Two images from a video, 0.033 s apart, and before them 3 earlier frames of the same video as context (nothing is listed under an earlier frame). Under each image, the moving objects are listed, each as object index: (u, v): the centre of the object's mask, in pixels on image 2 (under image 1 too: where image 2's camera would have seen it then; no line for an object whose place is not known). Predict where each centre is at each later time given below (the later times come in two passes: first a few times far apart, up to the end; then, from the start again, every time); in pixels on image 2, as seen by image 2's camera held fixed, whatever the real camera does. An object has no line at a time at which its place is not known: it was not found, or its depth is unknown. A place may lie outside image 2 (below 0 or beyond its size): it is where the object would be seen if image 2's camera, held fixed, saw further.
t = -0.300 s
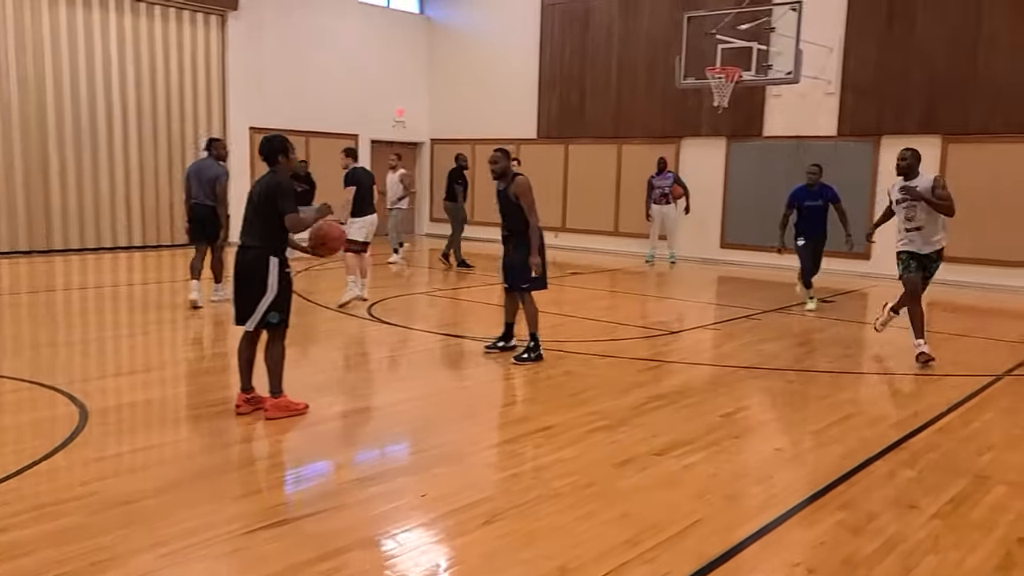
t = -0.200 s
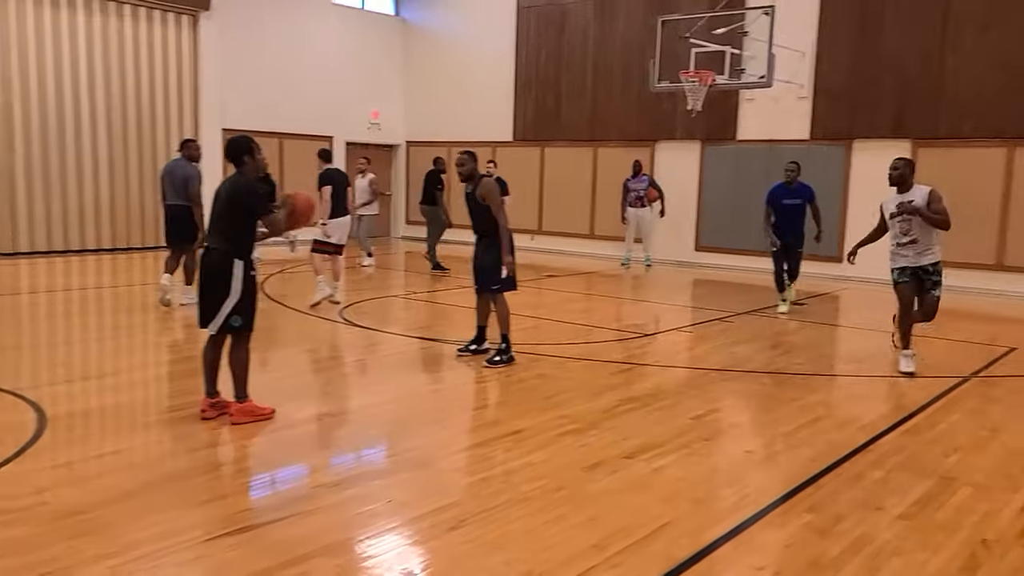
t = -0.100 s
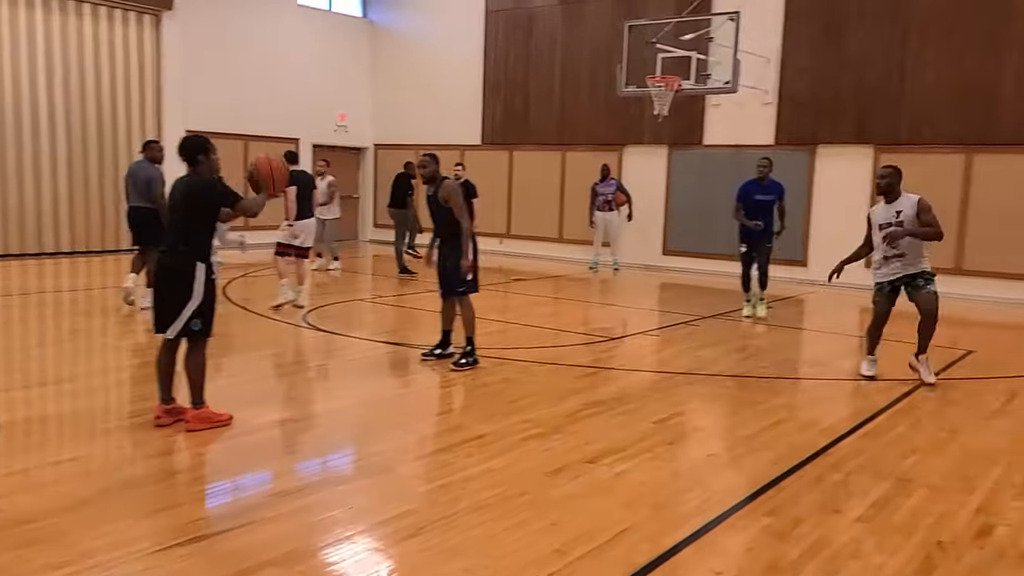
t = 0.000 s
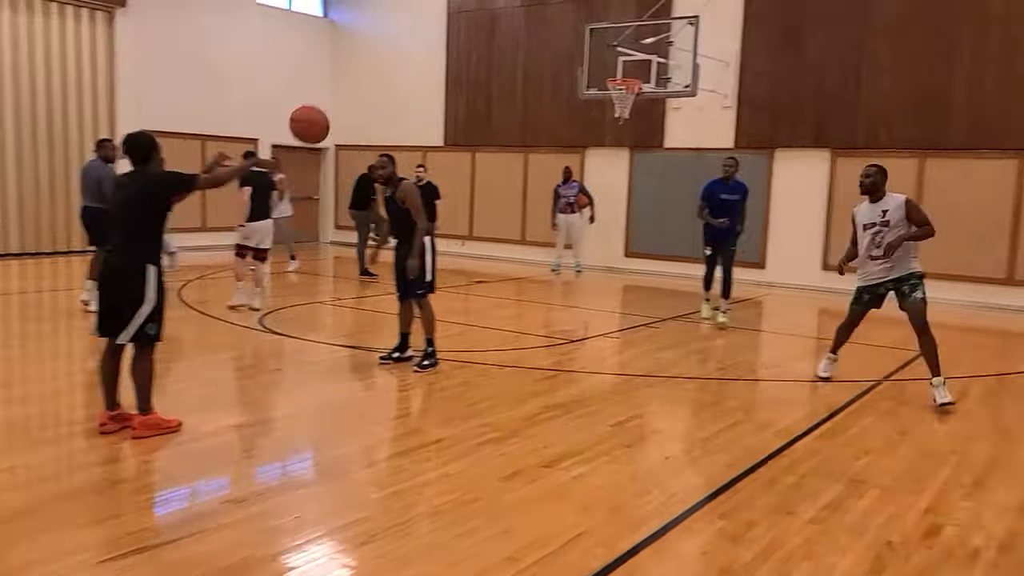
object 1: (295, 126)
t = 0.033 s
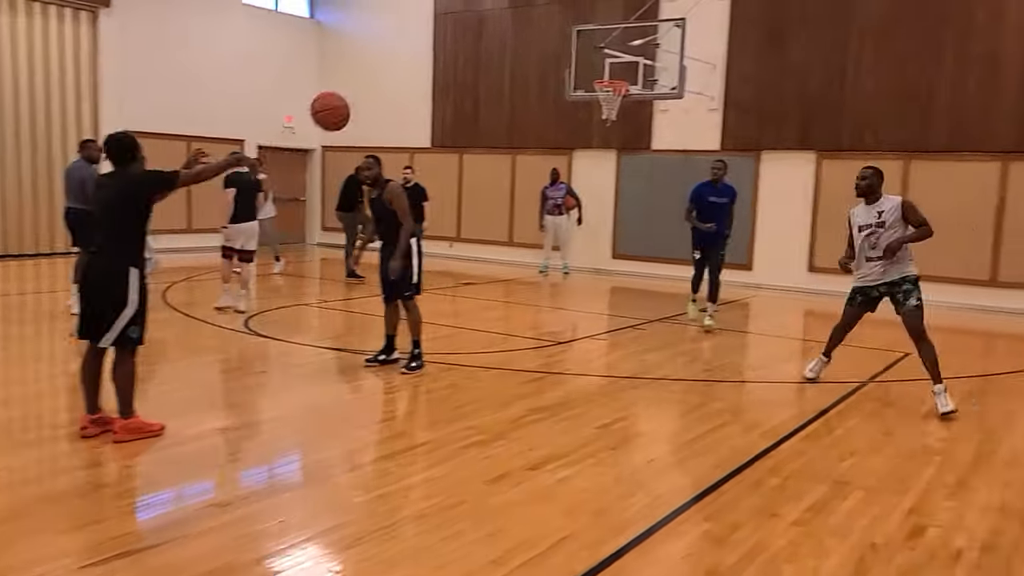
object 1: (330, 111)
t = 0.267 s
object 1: (559, 62)
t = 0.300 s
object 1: (589, 65)
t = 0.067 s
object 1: (365, 99)
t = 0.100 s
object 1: (399, 88)
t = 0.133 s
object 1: (431, 79)
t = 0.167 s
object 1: (463, 71)
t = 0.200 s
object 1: (495, 67)
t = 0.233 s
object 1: (527, 65)
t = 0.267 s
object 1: (559, 62)
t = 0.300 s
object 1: (589, 65)
